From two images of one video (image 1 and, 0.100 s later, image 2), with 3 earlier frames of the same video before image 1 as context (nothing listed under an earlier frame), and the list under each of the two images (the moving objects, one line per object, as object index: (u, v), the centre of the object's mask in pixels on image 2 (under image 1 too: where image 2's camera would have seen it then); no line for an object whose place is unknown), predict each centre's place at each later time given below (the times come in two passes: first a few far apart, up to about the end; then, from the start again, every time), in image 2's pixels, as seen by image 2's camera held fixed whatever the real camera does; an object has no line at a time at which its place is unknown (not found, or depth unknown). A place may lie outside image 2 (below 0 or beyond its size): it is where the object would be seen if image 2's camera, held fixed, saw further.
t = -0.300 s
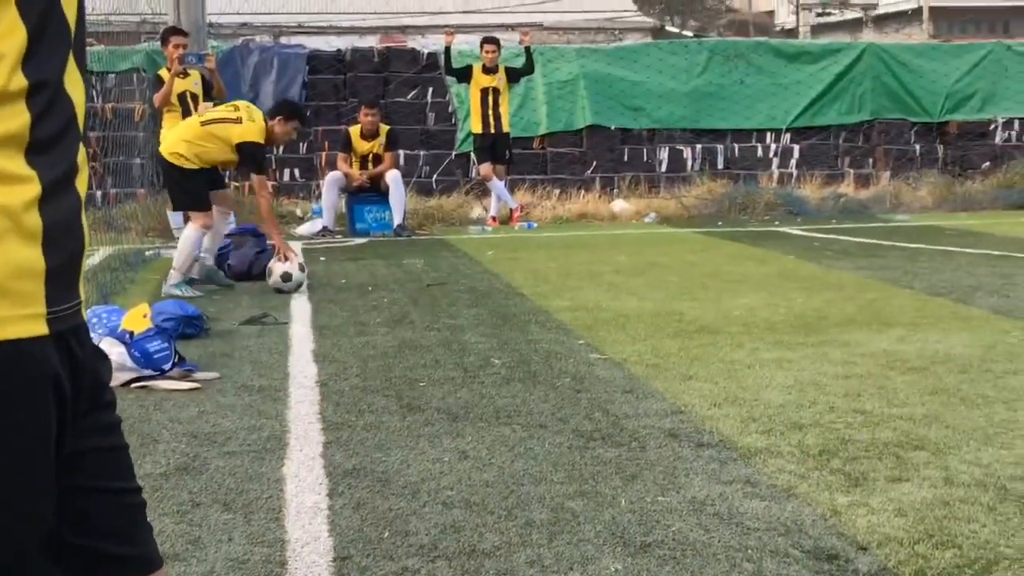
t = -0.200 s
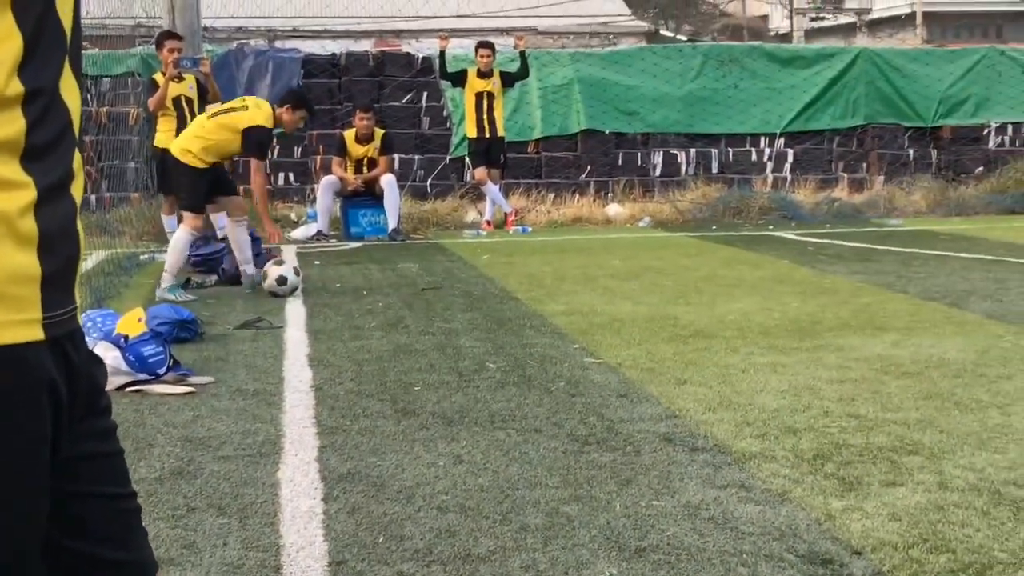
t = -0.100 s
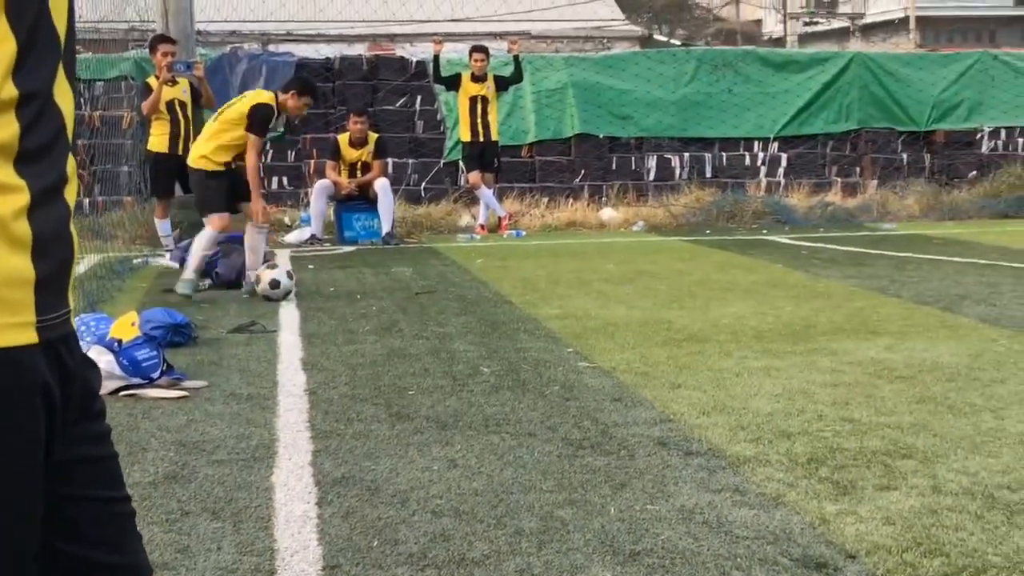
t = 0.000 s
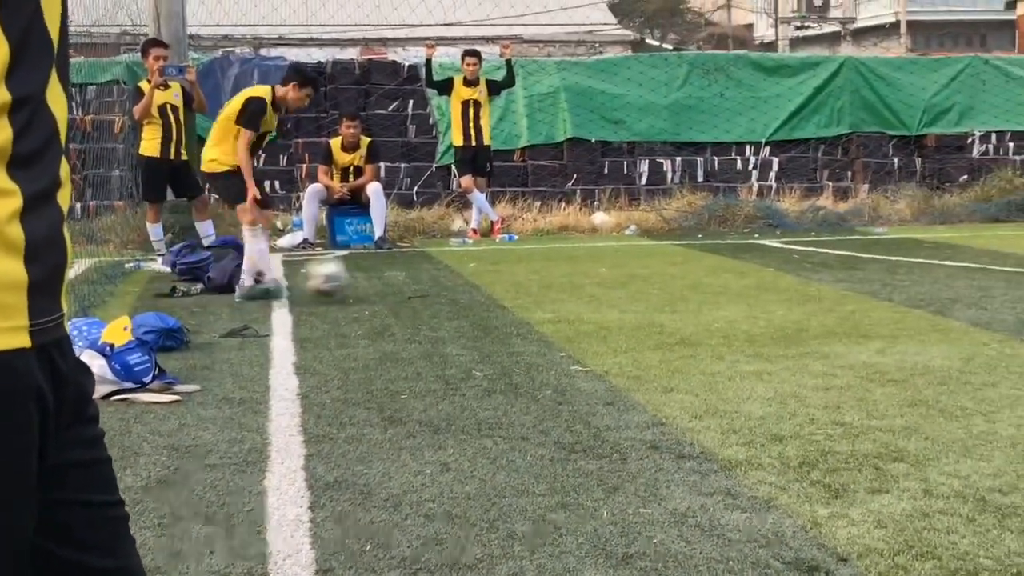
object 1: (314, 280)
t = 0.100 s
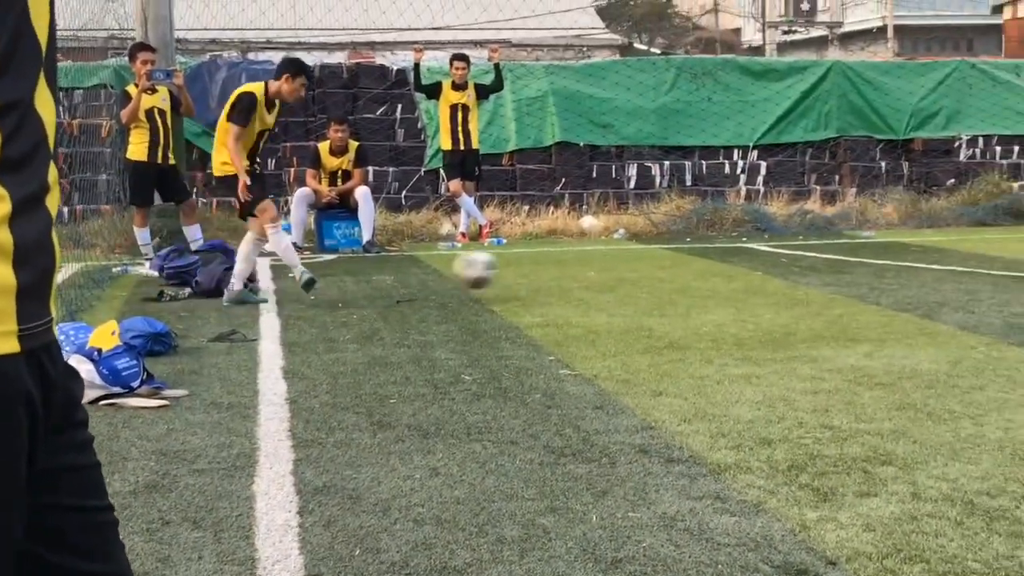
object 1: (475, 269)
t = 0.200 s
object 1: (631, 272)
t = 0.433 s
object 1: (923, 259)
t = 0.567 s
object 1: (1065, 257)
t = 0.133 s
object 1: (527, 268)
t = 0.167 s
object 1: (579, 270)
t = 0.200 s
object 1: (631, 272)
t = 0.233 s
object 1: (681, 277)
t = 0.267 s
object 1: (721, 271)
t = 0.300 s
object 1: (761, 264)
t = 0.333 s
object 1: (802, 259)
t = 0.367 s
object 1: (843, 257)
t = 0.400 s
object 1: (883, 257)
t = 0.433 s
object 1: (923, 259)
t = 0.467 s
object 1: (963, 263)
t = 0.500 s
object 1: (1003, 269)
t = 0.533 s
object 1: (1034, 264)
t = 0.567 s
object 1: (1065, 257)
